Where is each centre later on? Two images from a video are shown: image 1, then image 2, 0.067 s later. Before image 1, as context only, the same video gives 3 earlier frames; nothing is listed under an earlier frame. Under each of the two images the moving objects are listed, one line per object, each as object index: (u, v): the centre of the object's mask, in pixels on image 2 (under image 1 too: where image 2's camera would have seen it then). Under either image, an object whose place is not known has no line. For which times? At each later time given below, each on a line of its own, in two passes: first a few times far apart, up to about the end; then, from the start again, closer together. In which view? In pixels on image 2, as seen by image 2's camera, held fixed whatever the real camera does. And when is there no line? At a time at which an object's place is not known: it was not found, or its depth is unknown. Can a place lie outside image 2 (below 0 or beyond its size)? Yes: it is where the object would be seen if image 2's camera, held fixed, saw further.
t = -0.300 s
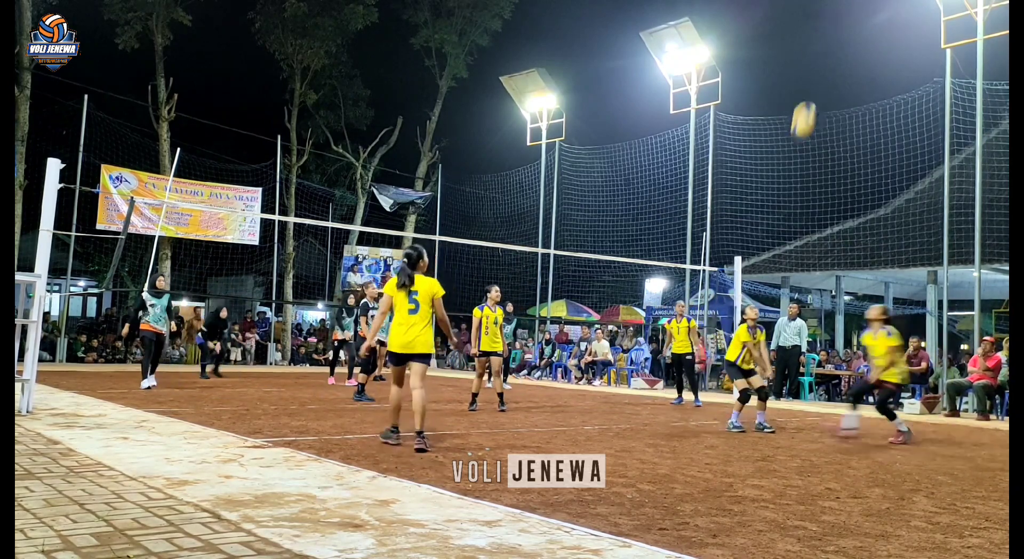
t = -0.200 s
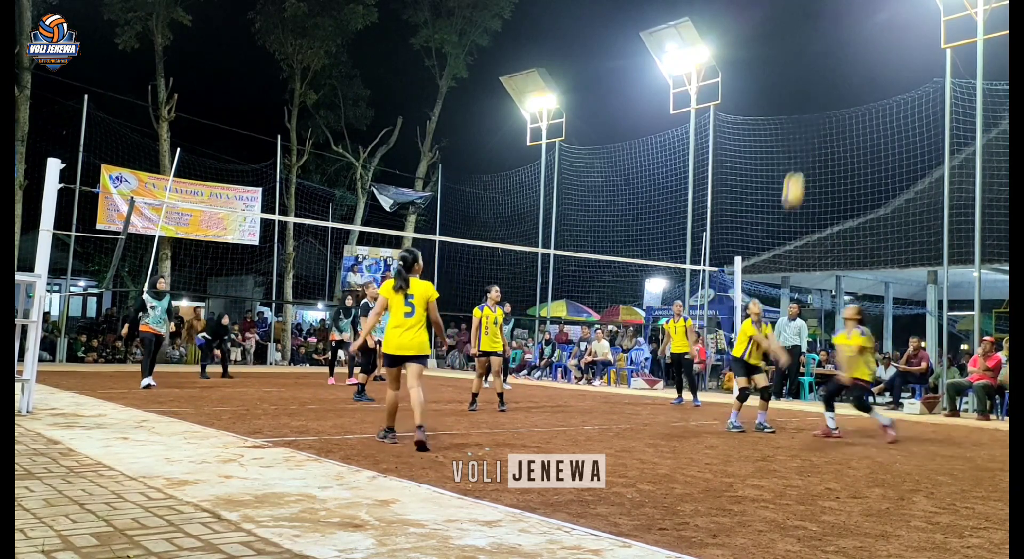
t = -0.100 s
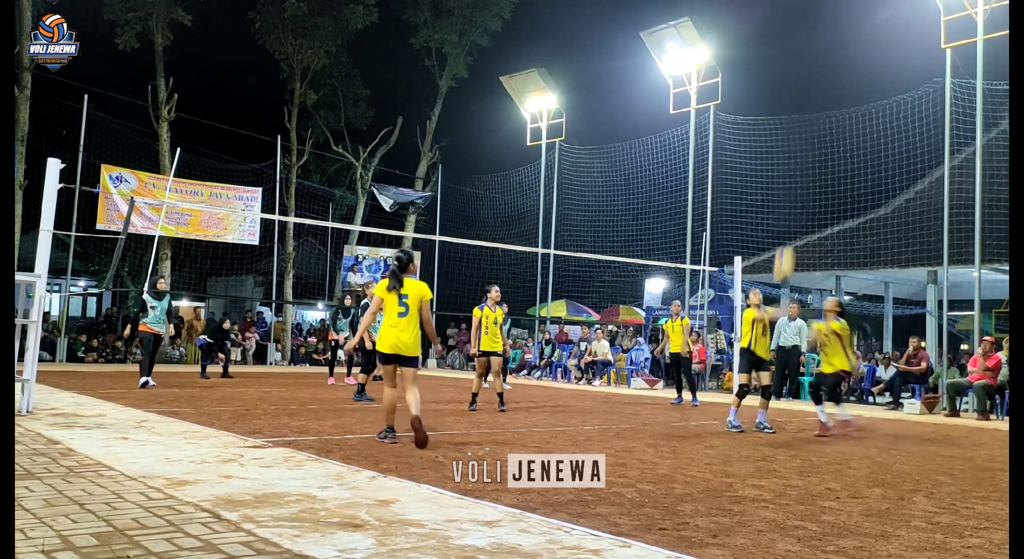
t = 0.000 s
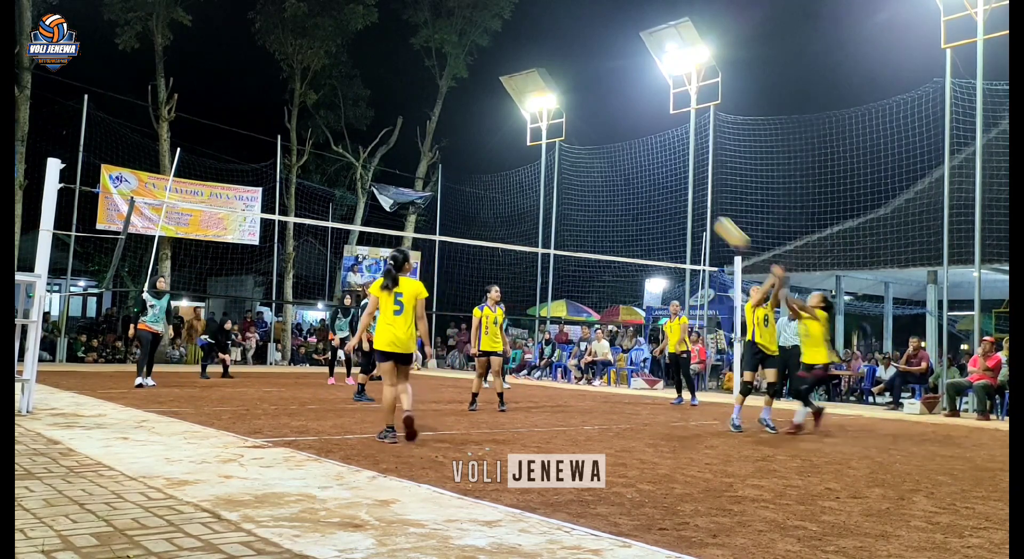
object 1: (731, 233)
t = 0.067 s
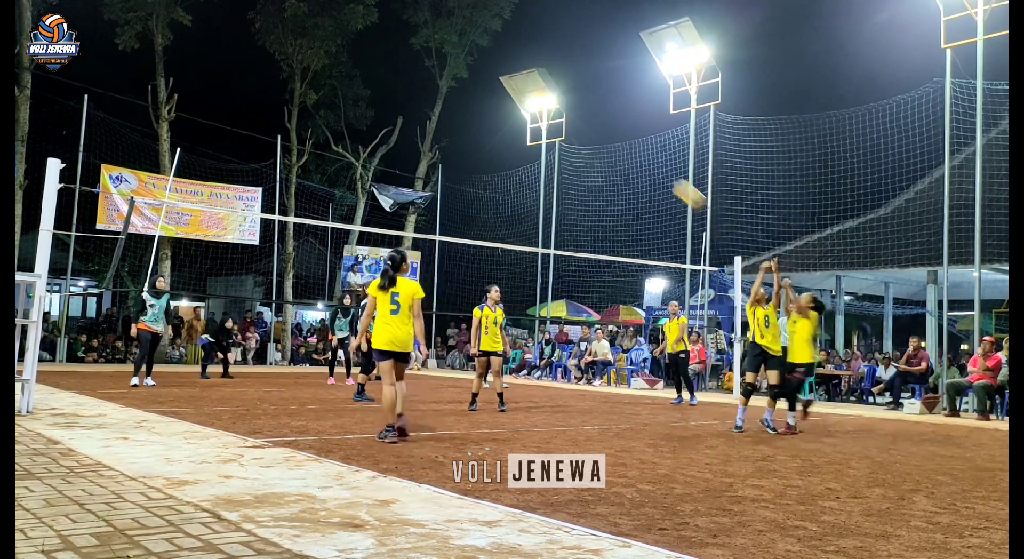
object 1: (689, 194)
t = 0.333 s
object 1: (554, 102)
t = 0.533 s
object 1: (459, 82)
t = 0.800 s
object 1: (364, 103)
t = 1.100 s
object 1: (278, 174)
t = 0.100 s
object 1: (669, 177)
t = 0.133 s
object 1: (650, 162)
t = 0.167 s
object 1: (630, 147)
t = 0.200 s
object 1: (613, 136)
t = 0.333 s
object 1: (554, 102)
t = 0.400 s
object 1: (513, 89)
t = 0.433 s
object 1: (500, 86)
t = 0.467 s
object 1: (486, 84)
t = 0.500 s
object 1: (472, 82)
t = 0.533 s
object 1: (459, 82)
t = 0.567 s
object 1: (446, 82)
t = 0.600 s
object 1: (433, 82)
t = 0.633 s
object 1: (421, 84)
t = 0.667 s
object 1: (409, 86)
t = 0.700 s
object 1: (397, 89)
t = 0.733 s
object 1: (386, 93)
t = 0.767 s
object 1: (374, 98)
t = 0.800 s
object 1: (364, 103)
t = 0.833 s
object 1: (353, 108)
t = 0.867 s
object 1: (343, 115)
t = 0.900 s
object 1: (333, 122)
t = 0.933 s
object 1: (323, 129)
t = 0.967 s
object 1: (314, 137)
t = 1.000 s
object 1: (305, 146)
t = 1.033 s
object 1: (296, 156)
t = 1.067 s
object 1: (288, 164)
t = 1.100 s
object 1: (278, 174)
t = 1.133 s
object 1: (269, 185)
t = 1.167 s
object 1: (263, 195)
